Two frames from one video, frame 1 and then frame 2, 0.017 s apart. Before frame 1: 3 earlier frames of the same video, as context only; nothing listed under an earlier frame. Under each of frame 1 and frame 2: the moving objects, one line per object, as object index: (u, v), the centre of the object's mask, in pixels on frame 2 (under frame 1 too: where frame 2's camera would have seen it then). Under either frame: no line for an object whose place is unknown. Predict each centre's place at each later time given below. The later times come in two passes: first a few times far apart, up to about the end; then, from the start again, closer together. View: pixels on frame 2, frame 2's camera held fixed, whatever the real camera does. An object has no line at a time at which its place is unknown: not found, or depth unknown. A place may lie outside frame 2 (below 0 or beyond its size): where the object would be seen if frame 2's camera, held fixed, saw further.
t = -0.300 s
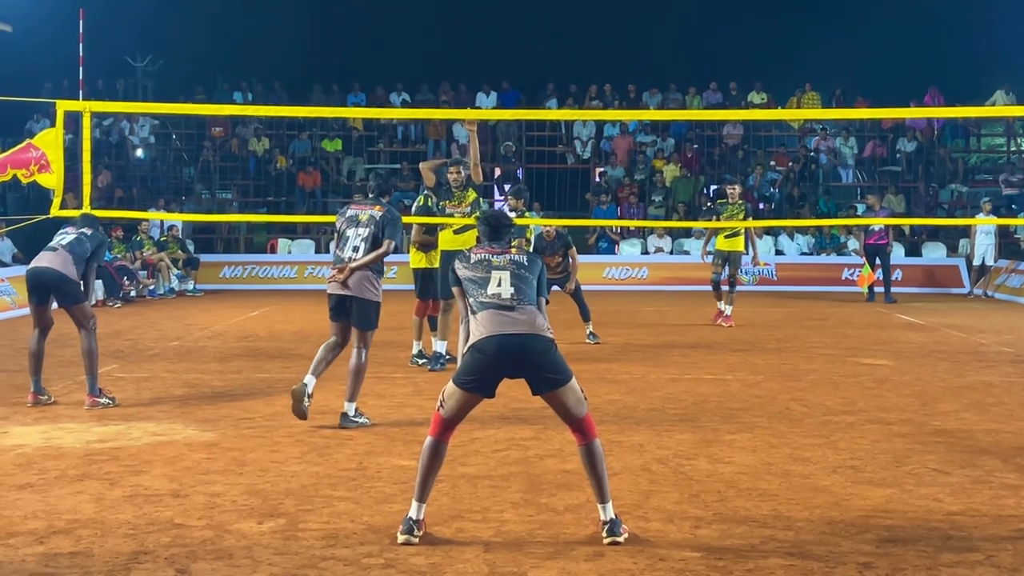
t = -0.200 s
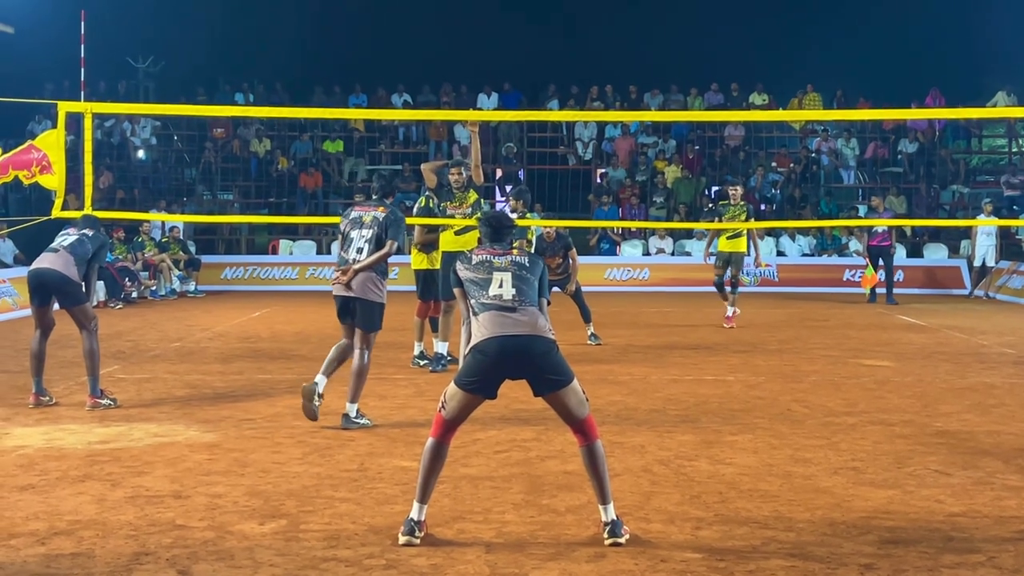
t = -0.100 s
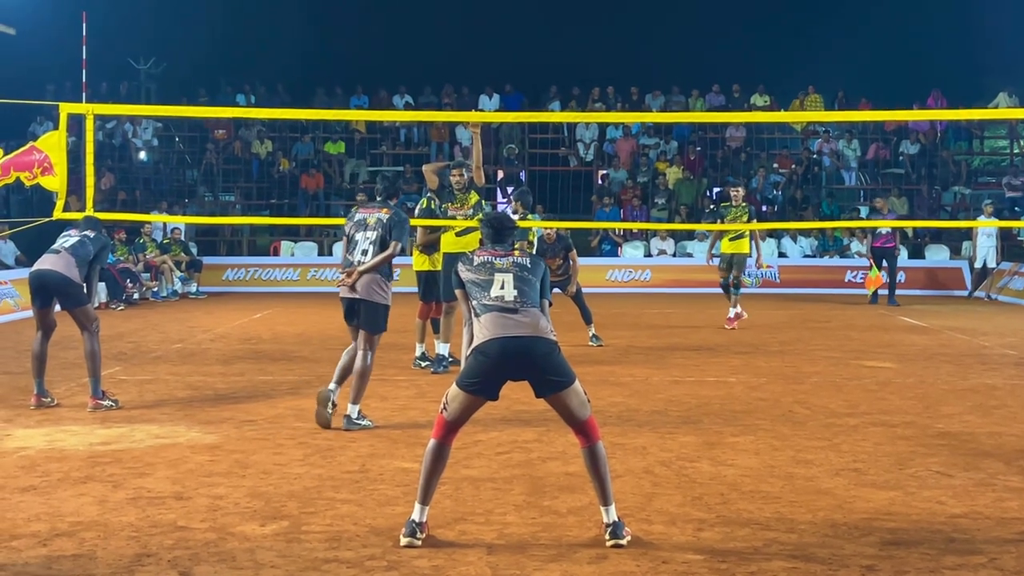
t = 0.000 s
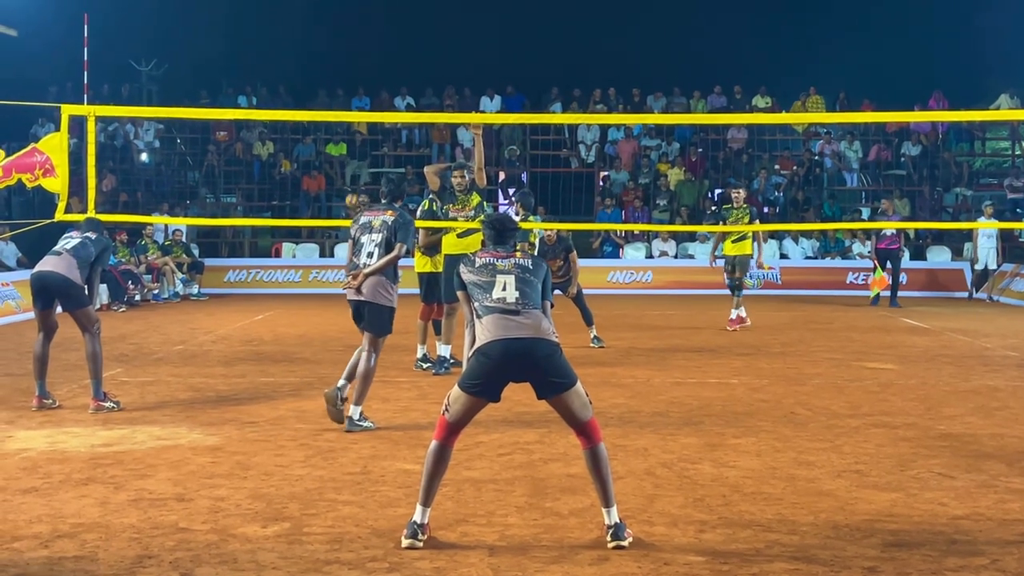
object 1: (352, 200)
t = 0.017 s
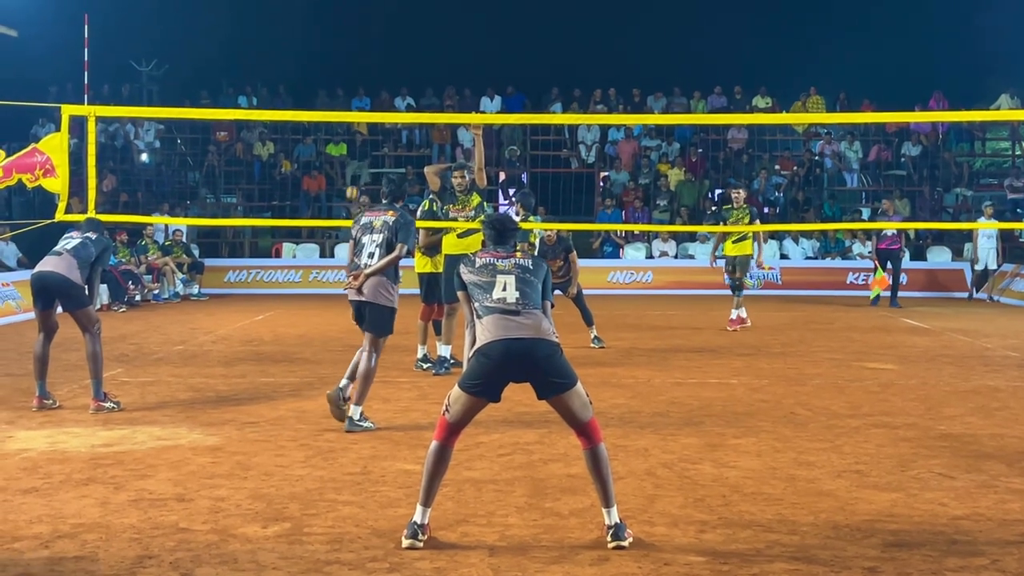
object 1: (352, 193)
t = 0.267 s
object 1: (361, 100)
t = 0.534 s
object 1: (369, 42)
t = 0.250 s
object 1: (360, 104)
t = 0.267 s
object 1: (361, 100)
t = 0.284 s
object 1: (361, 95)
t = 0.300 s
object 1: (362, 90)
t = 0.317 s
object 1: (362, 86)
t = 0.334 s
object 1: (362, 81)
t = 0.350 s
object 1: (363, 77)
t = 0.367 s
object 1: (364, 73)
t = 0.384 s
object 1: (364, 69)
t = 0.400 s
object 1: (365, 65)
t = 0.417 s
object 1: (365, 62)
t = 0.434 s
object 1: (366, 59)
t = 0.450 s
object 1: (366, 55)
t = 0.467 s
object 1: (367, 53)
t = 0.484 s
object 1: (368, 50)
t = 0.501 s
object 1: (368, 47)
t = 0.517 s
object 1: (369, 44)
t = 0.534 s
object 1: (369, 42)
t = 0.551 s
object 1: (370, 40)
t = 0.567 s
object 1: (370, 38)
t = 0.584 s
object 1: (371, 36)
